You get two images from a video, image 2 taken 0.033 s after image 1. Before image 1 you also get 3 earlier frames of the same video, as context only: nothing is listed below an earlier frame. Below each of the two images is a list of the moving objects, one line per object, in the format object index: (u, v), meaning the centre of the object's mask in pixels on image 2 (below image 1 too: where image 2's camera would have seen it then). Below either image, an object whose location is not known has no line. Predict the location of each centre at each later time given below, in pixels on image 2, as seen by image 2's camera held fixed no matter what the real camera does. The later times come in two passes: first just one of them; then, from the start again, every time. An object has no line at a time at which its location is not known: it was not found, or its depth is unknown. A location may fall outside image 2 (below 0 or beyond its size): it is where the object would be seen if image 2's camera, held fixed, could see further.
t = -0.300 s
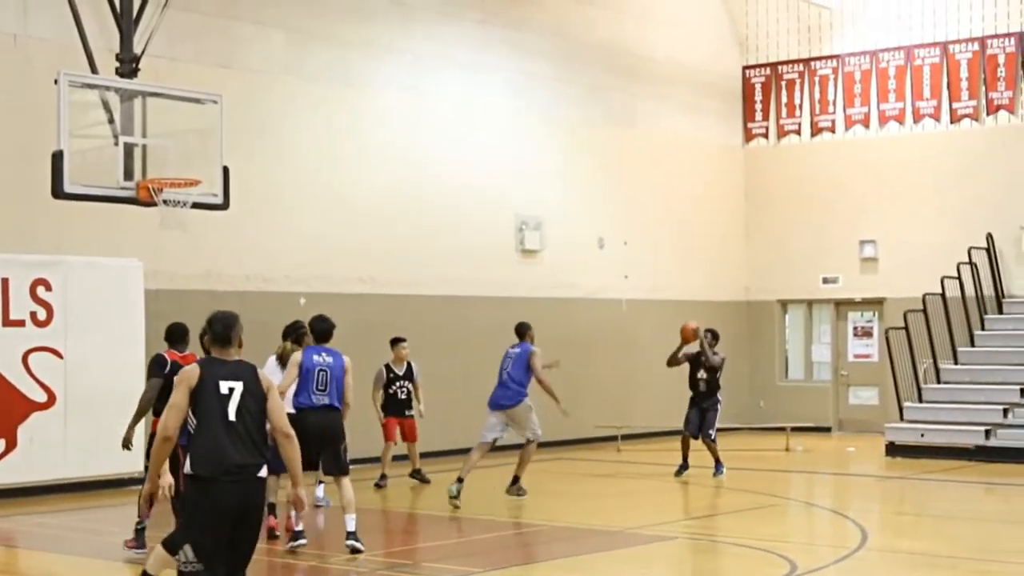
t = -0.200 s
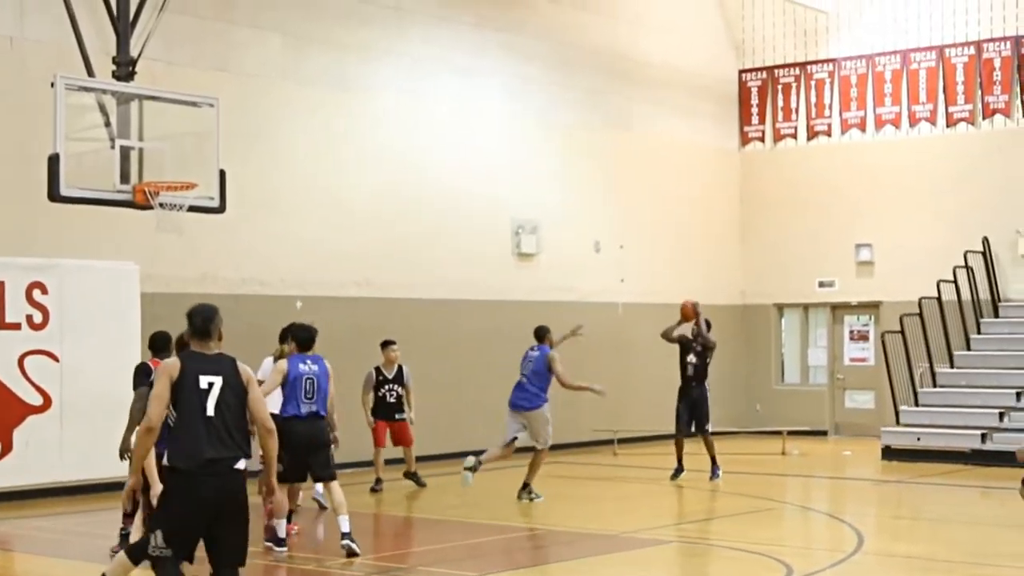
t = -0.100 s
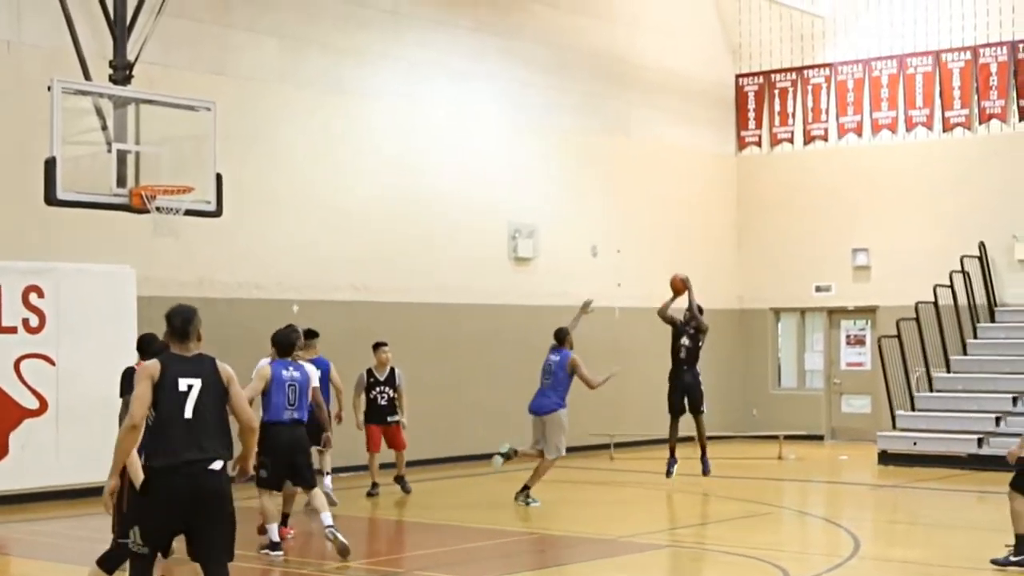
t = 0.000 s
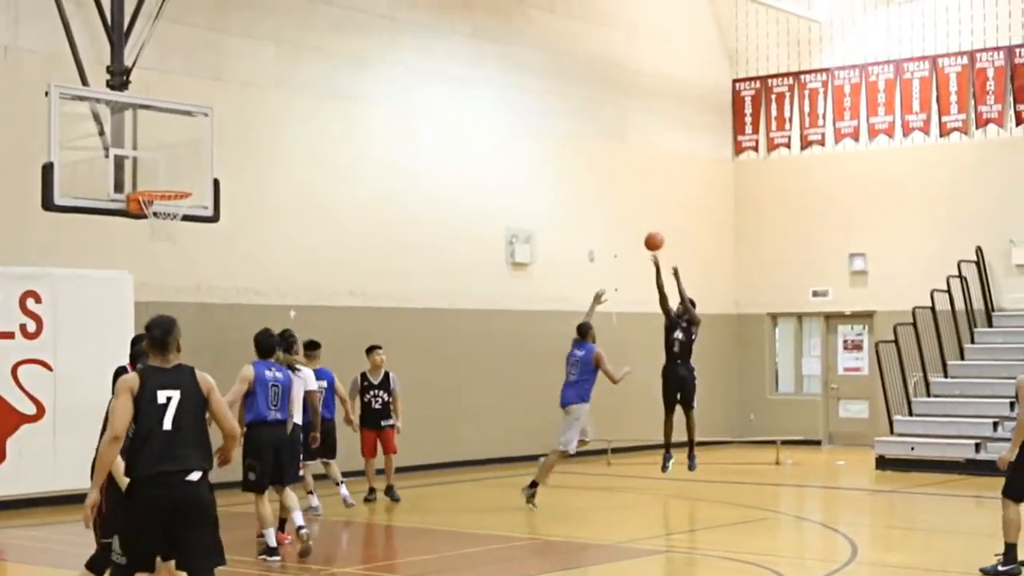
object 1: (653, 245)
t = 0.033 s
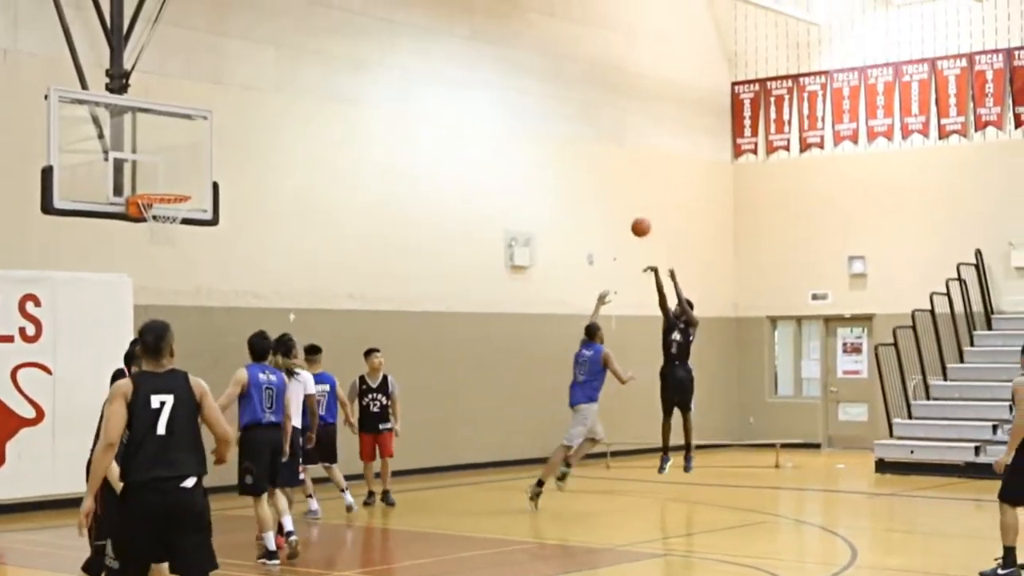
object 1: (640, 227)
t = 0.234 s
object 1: (564, 140)
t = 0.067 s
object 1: (628, 210)
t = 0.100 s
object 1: (616, 195)
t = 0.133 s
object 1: (603, 180)
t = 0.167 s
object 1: (590, 166)
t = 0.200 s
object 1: (577, 153)
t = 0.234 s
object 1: (564, 140)
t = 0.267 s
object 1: (551, 128)
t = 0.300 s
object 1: (538, 118)
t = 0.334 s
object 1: (525, 108)
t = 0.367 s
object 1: (511, 99)
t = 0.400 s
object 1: (498, 91)
